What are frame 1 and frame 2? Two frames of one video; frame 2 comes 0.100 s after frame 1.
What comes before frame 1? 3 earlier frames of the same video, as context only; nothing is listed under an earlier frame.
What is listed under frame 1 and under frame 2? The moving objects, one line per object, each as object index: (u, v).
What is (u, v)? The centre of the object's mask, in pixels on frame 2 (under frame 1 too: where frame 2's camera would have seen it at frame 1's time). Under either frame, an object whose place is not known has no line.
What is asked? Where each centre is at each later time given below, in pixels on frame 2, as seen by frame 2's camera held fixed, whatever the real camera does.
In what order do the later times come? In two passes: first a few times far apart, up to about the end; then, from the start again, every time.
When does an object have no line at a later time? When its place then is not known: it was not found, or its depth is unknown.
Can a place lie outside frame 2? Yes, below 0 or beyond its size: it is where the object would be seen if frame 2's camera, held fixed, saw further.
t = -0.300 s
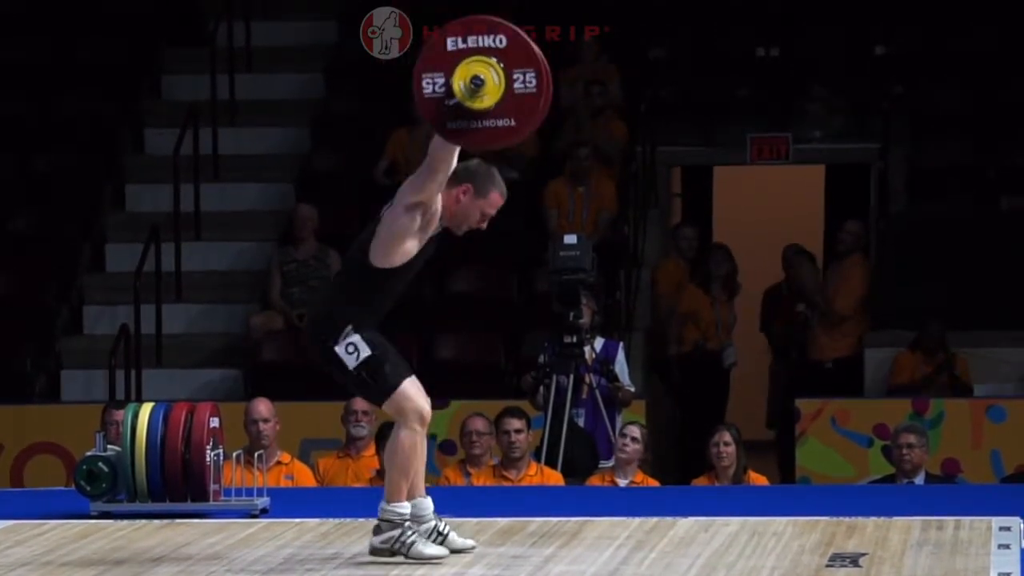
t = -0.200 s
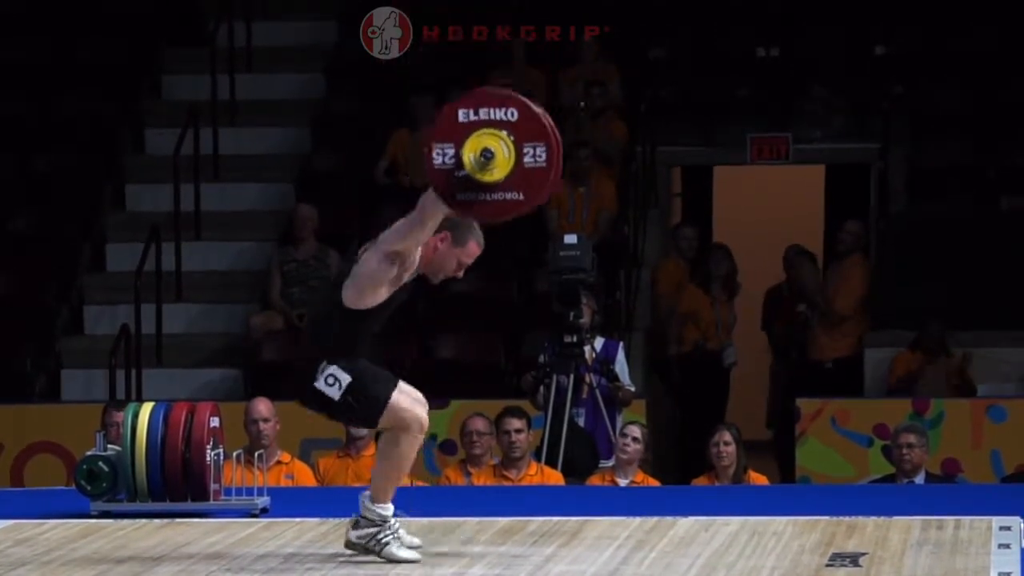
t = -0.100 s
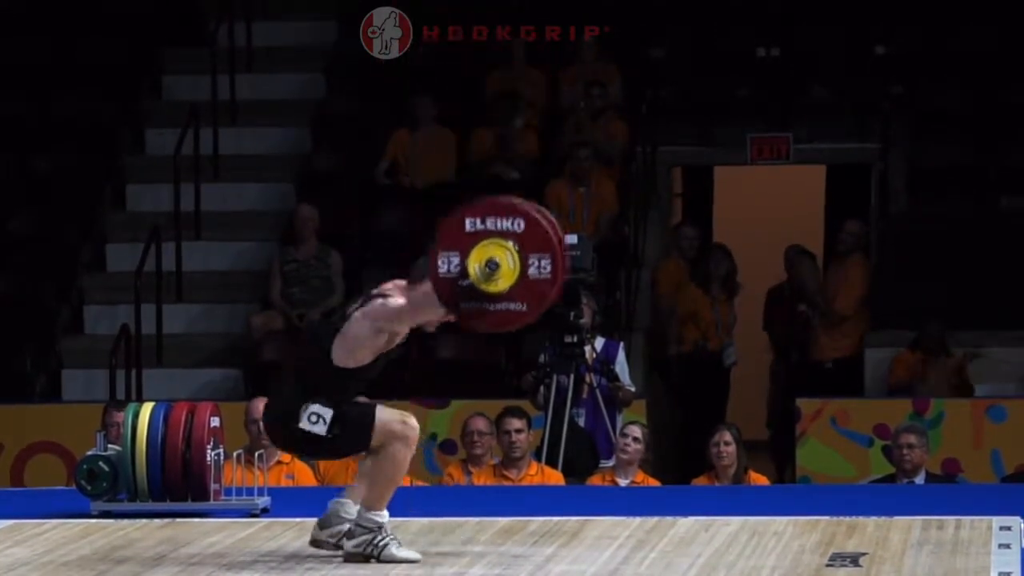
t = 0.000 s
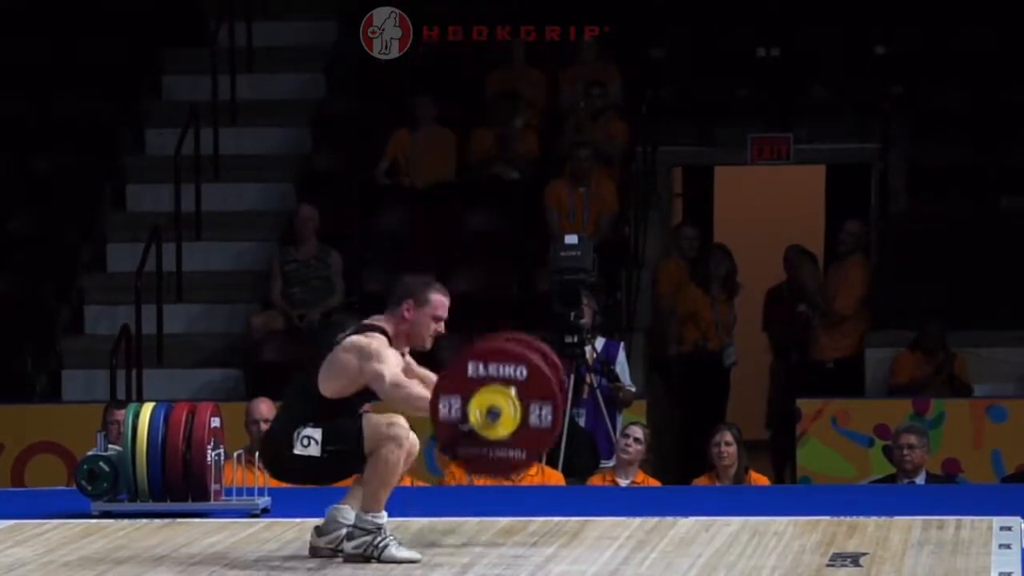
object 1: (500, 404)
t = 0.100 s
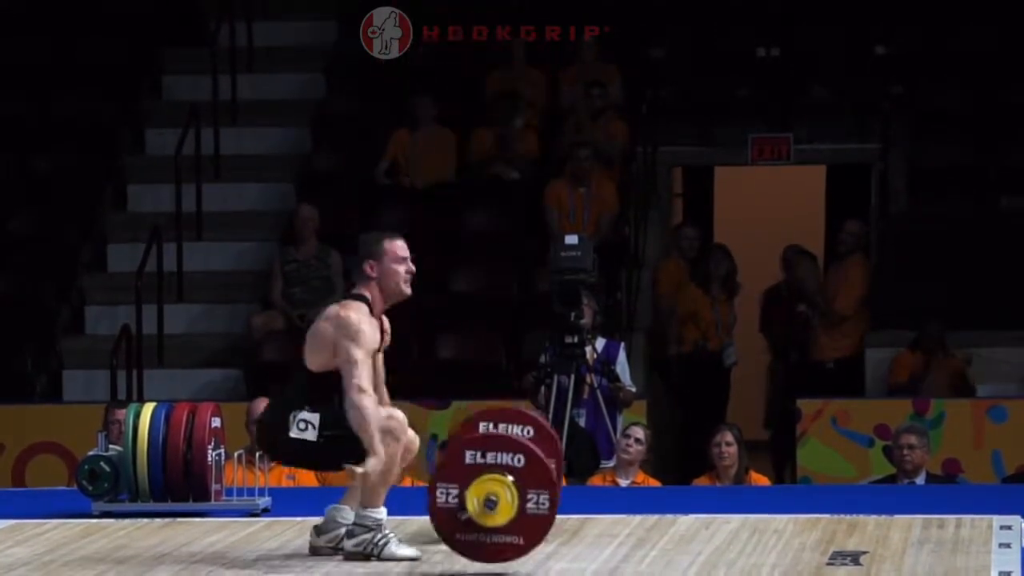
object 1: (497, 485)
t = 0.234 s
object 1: (492, 436)
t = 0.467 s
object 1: (484, 471)
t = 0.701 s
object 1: (477, 502)
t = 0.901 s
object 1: (473, 502)
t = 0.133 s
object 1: (496, 468)
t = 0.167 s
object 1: (495, 454)
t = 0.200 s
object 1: (493, 444)
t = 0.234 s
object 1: (492, 436)
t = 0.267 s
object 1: (491, 432)
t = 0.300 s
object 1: (490, 430)
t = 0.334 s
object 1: (489, 432)
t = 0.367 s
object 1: (488, 437)
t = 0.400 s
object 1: (487, 445)
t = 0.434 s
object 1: (486, 456)
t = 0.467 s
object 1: (484, 471)
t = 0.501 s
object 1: (483, 489)
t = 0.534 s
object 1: (482, 502)
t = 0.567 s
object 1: (481, 497)
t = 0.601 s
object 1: (480, 494)
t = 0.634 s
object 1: (479, 493)
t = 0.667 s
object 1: (478, 497)
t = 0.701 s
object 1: (477, 502)
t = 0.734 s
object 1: (477, 501)
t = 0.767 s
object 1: (475, 502)
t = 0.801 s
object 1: (475, 502)
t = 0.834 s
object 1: (475, 502)
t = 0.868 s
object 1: (474, 502)
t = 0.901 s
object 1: (473, 502)
